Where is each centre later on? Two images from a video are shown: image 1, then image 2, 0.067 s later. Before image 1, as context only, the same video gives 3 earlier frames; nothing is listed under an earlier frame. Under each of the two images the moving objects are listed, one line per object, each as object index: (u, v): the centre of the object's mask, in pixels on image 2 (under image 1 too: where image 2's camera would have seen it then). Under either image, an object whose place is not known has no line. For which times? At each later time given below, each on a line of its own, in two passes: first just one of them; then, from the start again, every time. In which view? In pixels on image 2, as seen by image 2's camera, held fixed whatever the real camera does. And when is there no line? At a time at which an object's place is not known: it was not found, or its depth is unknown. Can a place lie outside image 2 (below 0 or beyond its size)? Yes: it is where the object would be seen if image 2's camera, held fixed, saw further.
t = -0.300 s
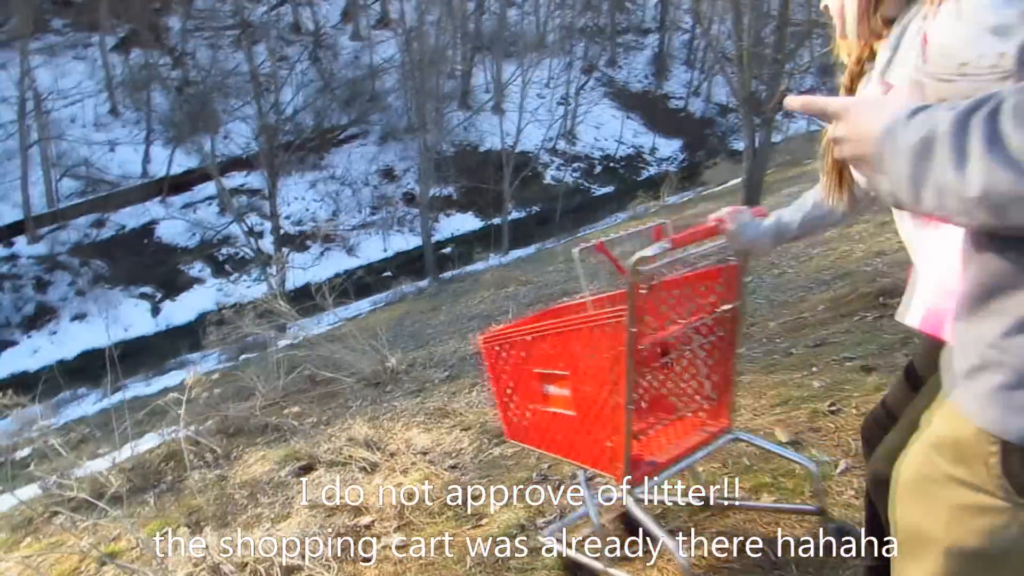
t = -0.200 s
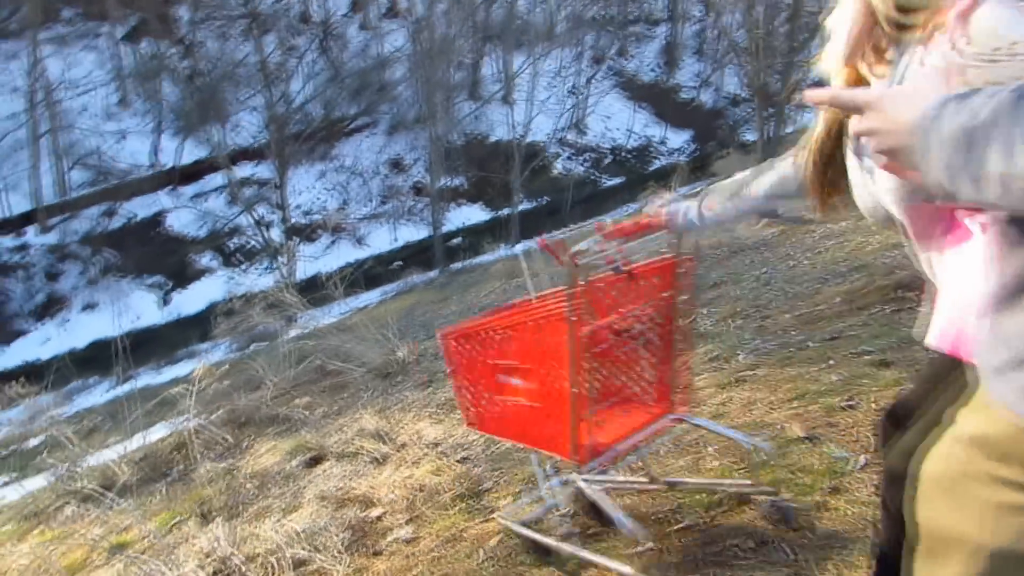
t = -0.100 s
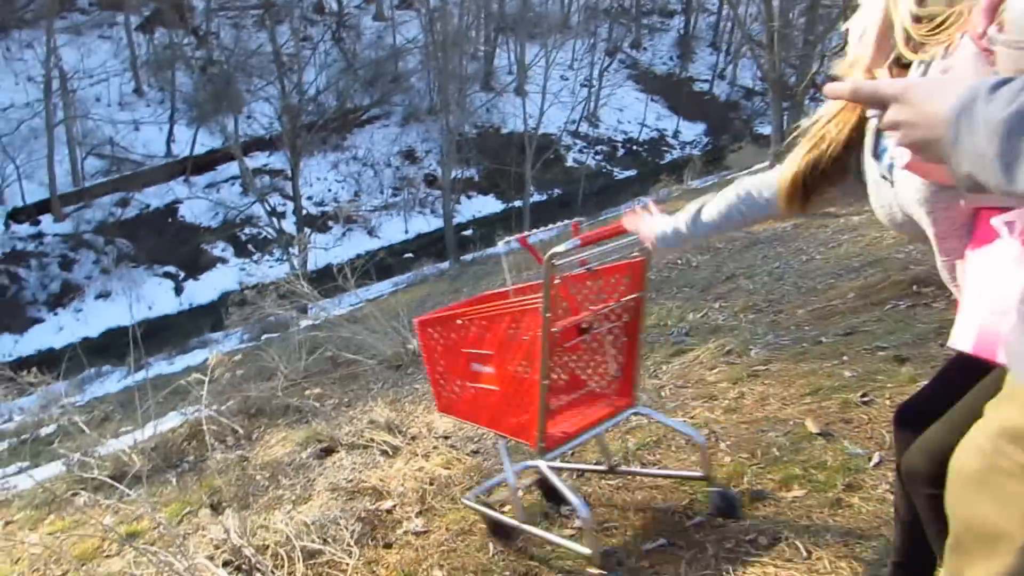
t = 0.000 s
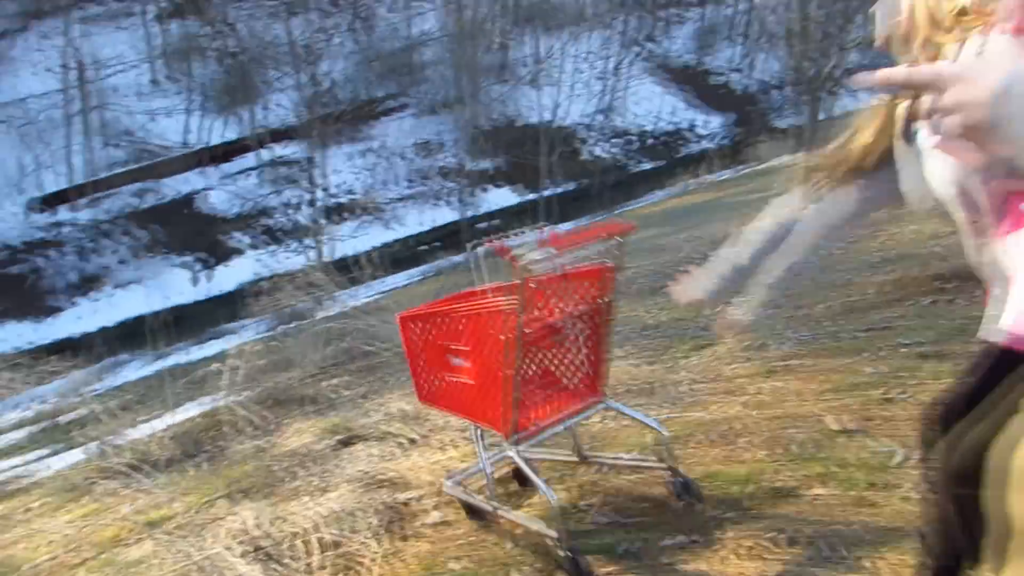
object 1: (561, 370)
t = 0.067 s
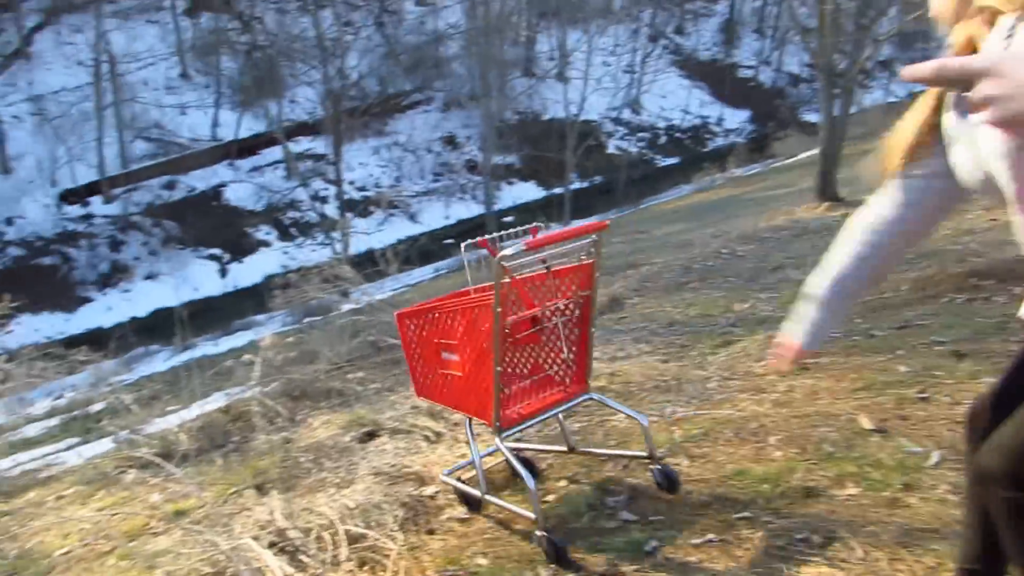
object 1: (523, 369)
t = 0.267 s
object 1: (441, 348)
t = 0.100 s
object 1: (504, 367)
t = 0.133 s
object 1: (489, 364)
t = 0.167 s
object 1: (474, 357)
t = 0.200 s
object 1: (472, 349)
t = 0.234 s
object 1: (455, 348)
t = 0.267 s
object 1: (441, 348)
